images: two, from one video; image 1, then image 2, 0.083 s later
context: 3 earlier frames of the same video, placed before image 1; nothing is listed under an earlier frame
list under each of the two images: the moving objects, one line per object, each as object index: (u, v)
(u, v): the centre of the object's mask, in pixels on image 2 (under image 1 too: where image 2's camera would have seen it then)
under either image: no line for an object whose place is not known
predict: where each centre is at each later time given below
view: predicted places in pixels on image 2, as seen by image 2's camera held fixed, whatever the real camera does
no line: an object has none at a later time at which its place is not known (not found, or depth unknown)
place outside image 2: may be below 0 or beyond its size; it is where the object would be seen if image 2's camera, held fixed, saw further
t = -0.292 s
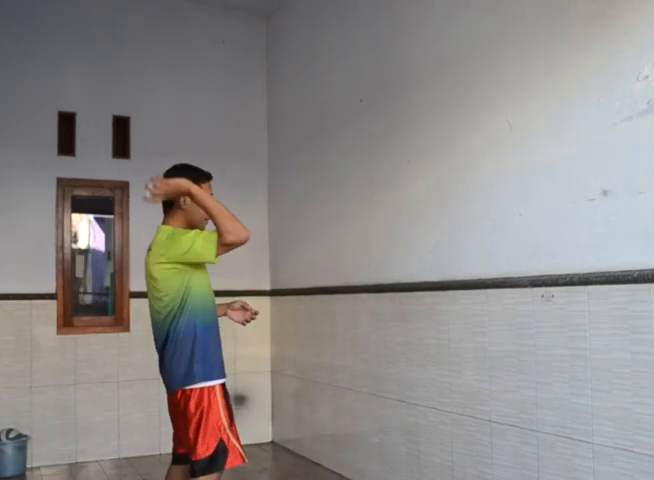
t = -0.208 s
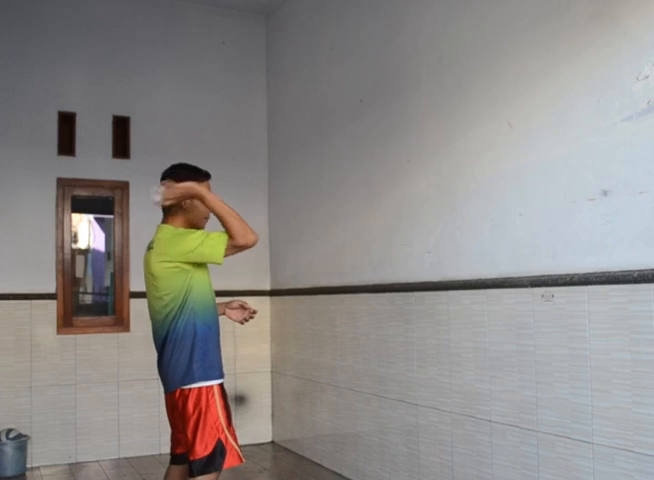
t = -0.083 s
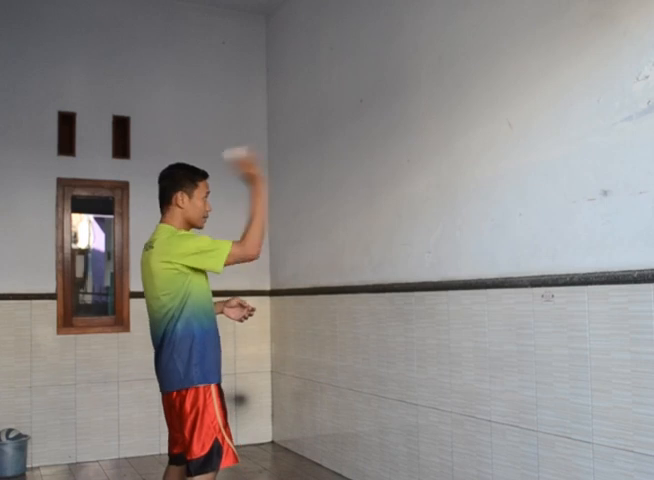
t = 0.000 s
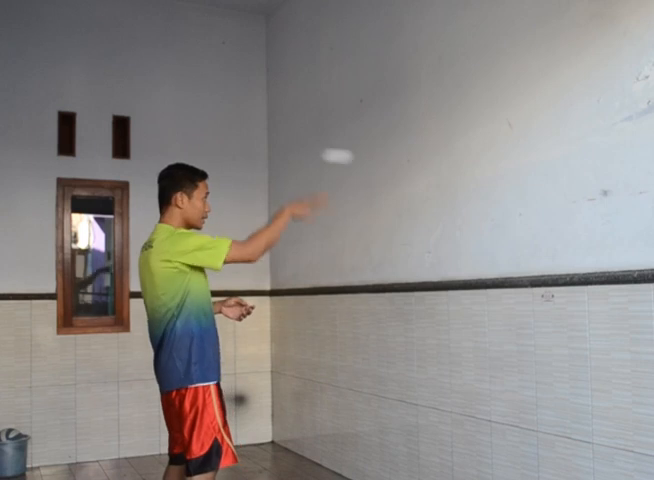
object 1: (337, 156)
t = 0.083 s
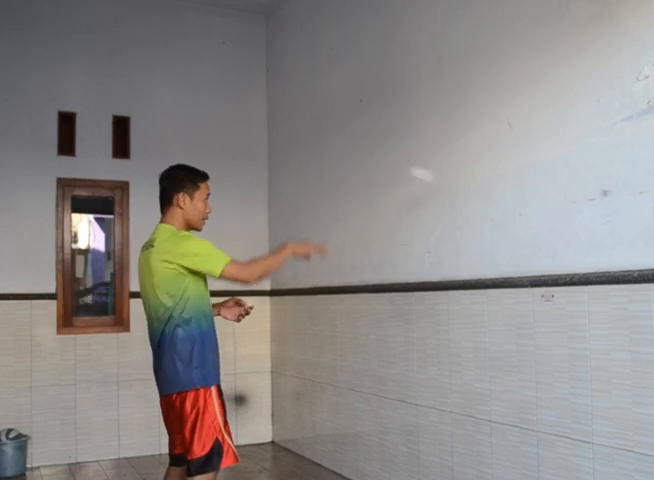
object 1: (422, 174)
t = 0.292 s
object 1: (366, 220)
